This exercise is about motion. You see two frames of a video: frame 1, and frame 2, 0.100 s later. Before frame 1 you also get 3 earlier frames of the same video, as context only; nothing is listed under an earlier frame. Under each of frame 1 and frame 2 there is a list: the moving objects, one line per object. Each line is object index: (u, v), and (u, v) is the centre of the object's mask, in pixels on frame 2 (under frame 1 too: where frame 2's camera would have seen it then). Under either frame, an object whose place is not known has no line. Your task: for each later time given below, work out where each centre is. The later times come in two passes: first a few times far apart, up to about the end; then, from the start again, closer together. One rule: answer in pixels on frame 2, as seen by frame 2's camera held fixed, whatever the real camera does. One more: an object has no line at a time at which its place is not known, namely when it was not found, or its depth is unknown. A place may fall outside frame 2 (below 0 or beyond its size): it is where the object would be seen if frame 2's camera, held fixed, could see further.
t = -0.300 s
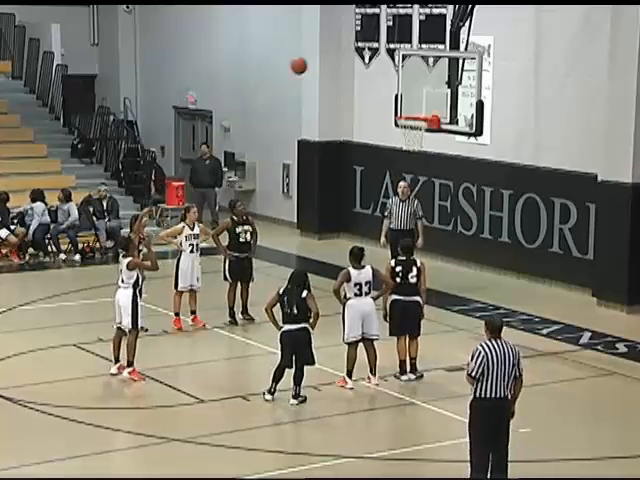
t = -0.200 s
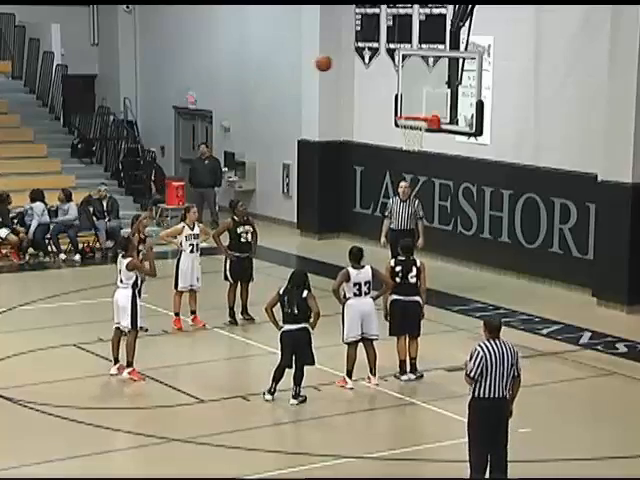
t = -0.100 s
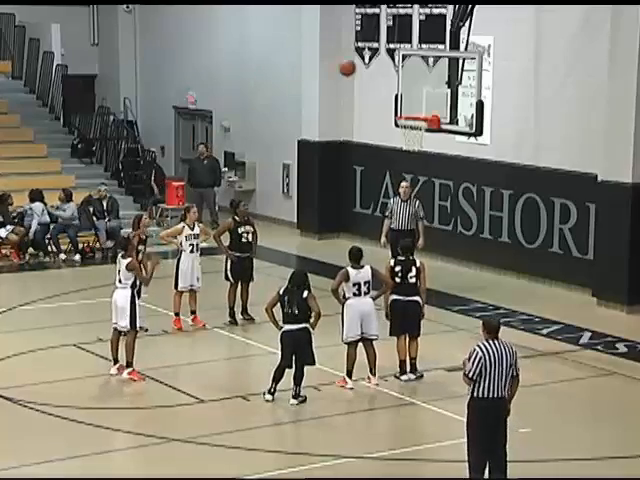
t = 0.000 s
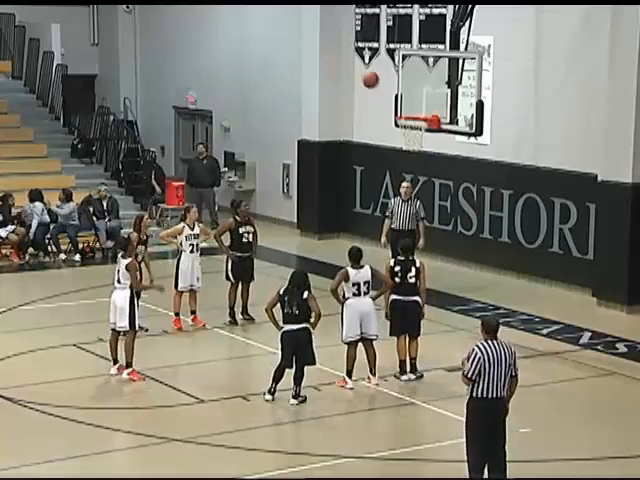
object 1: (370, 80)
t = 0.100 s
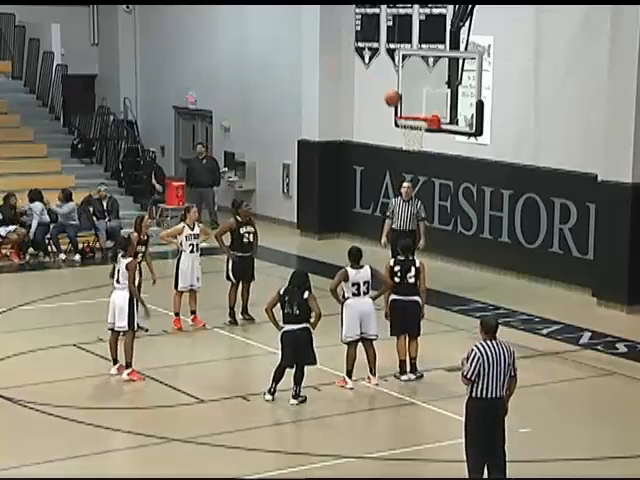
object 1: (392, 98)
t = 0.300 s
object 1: (424, 135)
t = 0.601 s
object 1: (411, 157)
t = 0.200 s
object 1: (413, 121)
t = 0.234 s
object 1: (418, 130)
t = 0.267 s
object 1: (423, 134)
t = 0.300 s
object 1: (424, 135)
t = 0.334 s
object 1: (424, 135)
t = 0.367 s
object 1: (422, 135)
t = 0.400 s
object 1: (421, 136)
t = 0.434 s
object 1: (420, 137)
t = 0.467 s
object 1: (418, 139)
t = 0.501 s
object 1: (417, 143)
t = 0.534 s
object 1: (415, 146)
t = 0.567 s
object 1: (413, 151)
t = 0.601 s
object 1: (411, 157)
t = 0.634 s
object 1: (410, 163)
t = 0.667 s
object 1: (409, 169)
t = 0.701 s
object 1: (407, 177)
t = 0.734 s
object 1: (405, 185)
